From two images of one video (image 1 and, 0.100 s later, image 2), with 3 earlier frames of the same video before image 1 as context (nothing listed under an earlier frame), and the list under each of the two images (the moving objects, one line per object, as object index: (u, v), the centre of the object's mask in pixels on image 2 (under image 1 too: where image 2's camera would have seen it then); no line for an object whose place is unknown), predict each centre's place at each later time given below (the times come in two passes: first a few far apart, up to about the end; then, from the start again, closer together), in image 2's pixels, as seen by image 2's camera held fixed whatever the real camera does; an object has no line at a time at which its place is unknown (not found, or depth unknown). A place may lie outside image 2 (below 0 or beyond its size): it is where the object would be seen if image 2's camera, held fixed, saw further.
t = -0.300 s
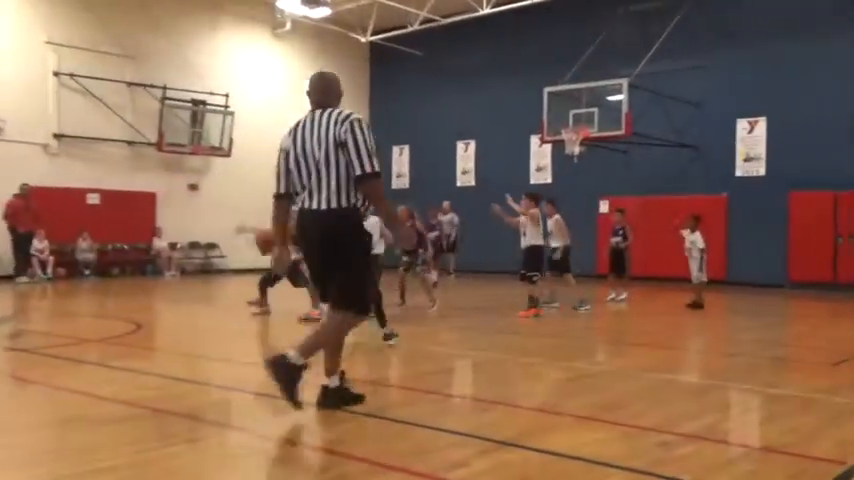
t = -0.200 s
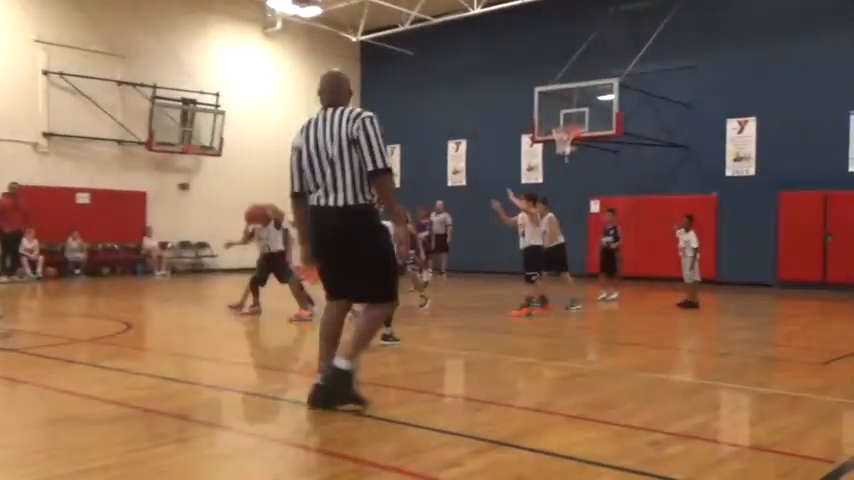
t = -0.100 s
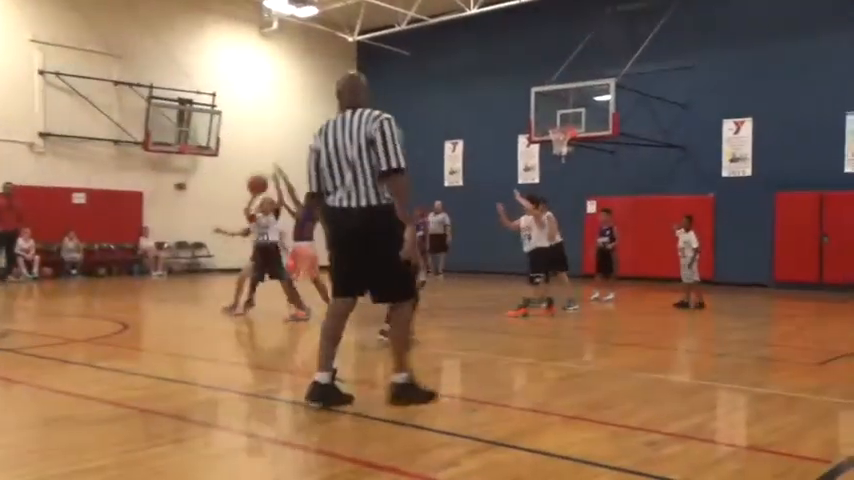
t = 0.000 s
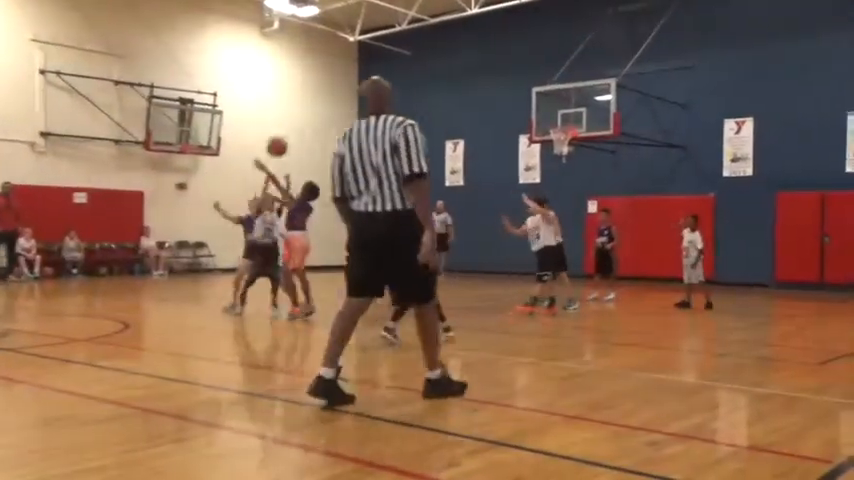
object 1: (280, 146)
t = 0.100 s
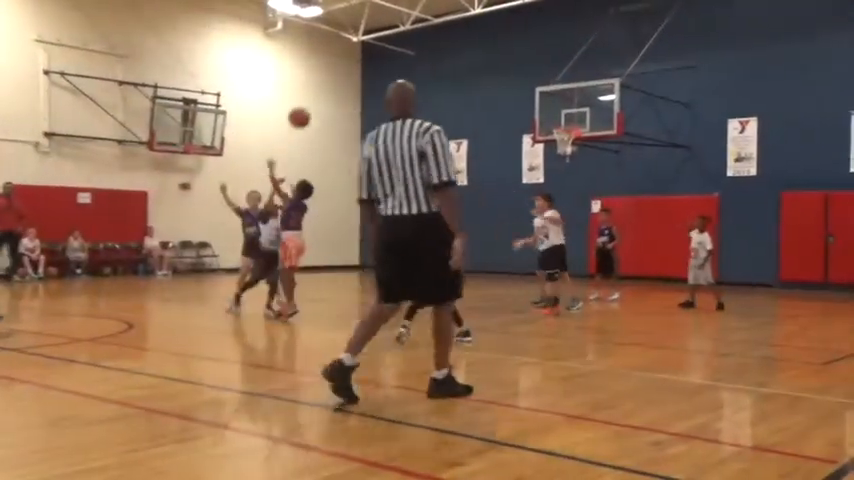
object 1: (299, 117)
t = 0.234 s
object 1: (326, 91)
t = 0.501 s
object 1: (380, 87)
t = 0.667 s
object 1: (417, 121)
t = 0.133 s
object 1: (305, 109)
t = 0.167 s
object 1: (312, 102)
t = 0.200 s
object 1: (319, 96)
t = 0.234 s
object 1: (326, 91)
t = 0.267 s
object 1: (333, 87)
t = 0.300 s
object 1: (339, 84)
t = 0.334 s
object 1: (346, 82)
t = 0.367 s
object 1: (353, 81)
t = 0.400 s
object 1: (361, 80)
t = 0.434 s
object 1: (366, 80)
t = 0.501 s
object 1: (380, 87)
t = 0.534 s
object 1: (388, 92)
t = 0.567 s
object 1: (394, 97)
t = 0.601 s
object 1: (401, 104)
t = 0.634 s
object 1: (409, 112)
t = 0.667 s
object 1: (417, 121)
